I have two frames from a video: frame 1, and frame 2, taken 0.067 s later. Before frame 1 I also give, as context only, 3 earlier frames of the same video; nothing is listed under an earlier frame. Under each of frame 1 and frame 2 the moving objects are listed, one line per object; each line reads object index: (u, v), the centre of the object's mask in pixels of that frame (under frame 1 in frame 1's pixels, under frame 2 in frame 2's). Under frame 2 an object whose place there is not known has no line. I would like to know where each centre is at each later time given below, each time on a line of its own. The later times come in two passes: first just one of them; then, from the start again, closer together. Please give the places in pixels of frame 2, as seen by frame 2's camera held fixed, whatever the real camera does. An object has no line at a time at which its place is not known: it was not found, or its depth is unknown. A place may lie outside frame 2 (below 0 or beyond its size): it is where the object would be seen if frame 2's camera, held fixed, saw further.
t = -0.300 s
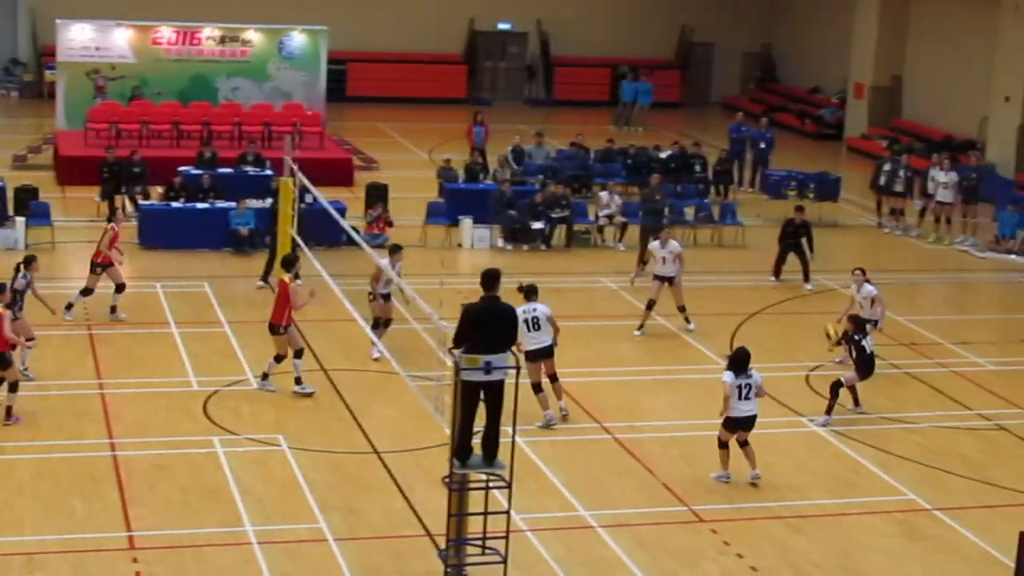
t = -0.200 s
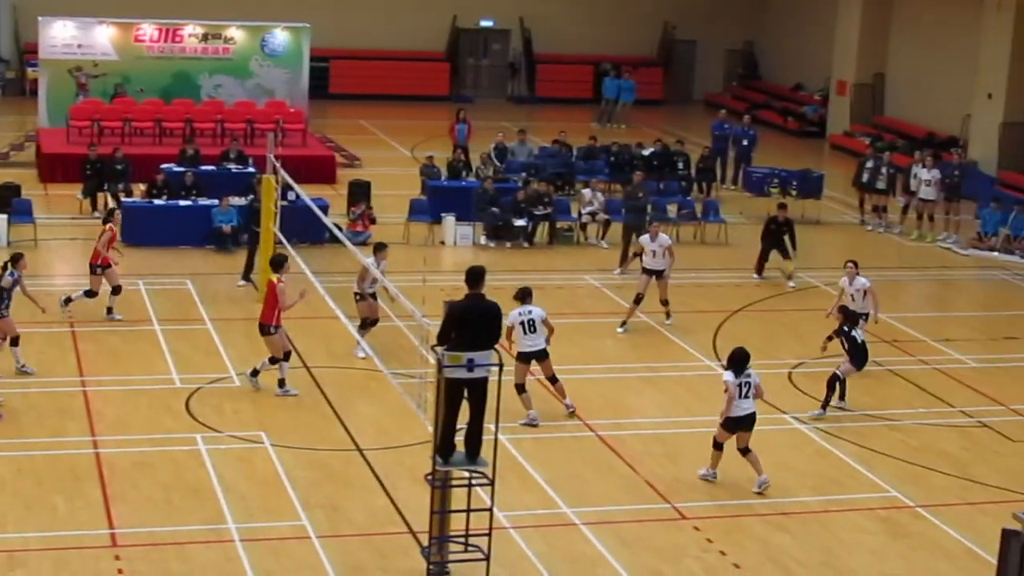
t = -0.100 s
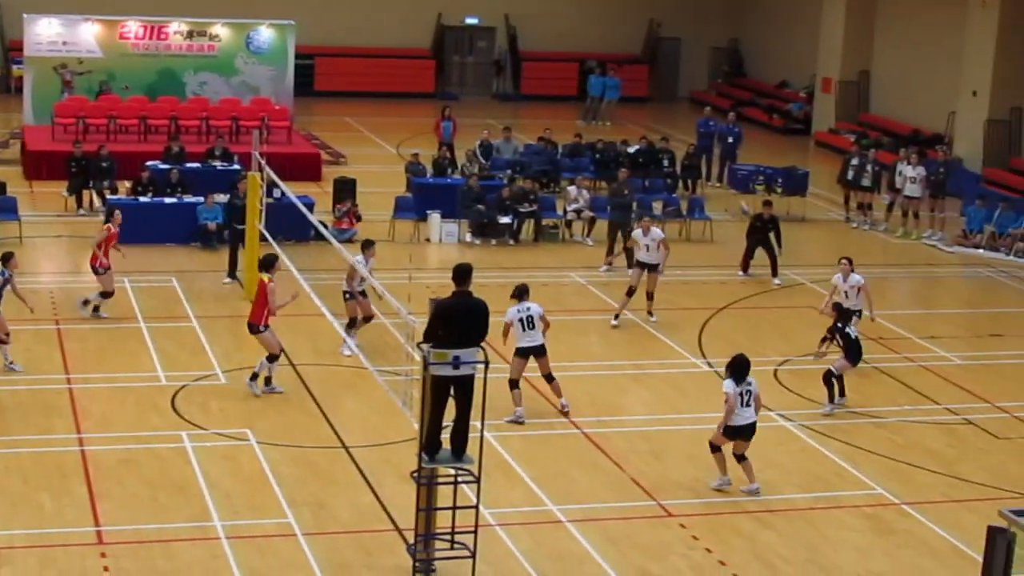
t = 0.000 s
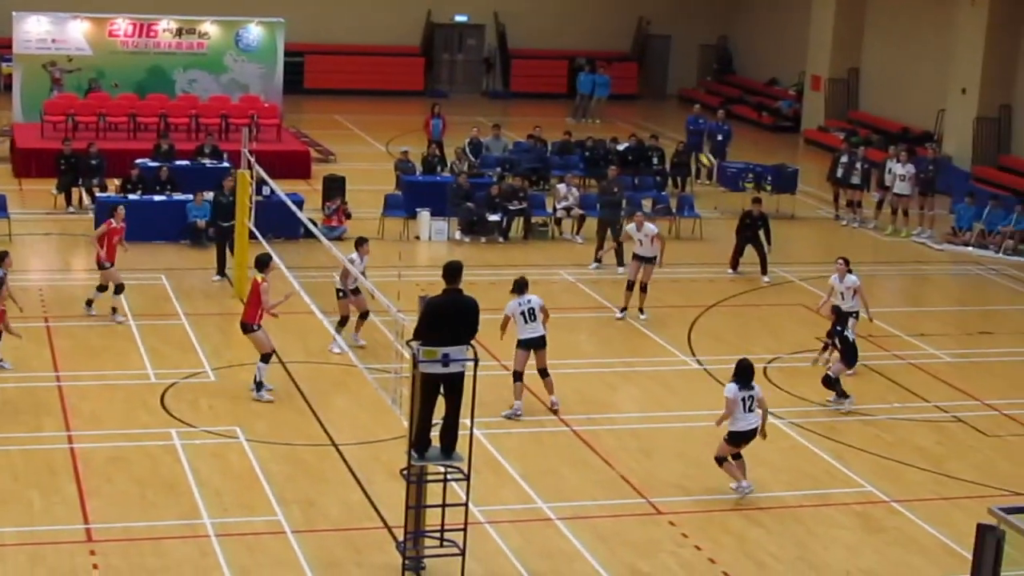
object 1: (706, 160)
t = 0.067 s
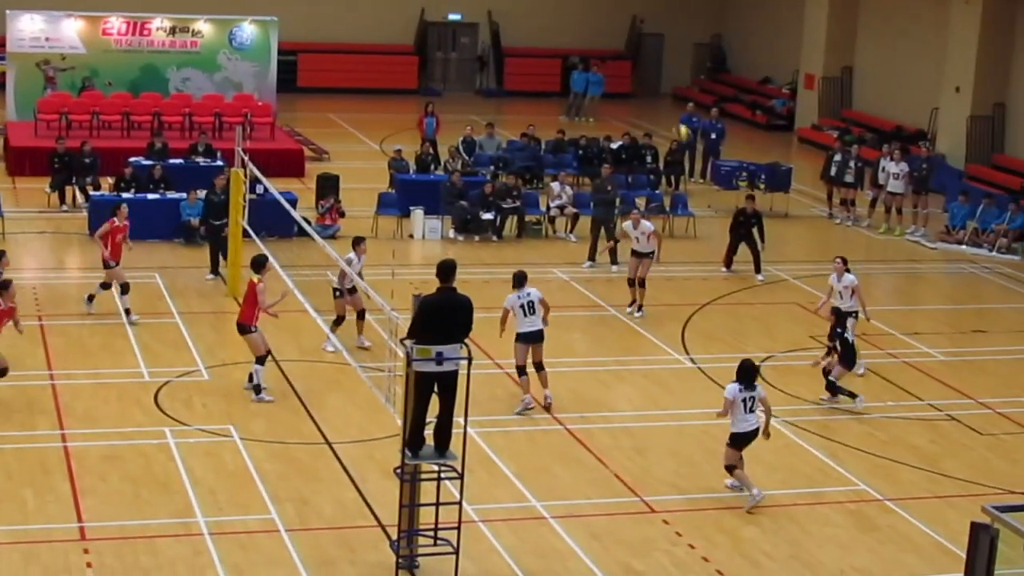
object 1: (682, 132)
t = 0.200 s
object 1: (645, 90)
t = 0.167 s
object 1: (654, 98)
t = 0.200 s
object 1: (645, 90)
